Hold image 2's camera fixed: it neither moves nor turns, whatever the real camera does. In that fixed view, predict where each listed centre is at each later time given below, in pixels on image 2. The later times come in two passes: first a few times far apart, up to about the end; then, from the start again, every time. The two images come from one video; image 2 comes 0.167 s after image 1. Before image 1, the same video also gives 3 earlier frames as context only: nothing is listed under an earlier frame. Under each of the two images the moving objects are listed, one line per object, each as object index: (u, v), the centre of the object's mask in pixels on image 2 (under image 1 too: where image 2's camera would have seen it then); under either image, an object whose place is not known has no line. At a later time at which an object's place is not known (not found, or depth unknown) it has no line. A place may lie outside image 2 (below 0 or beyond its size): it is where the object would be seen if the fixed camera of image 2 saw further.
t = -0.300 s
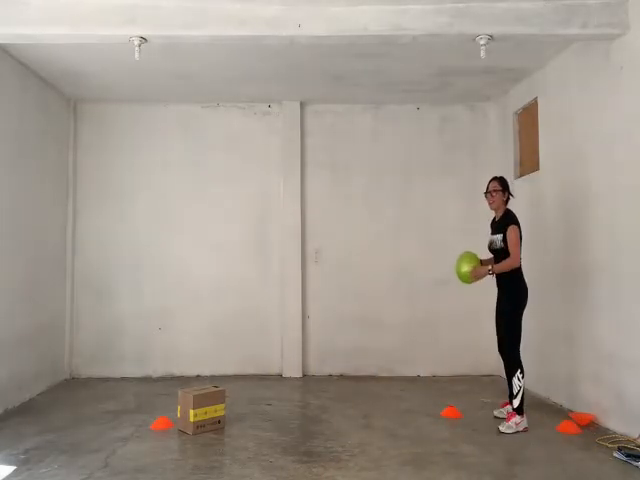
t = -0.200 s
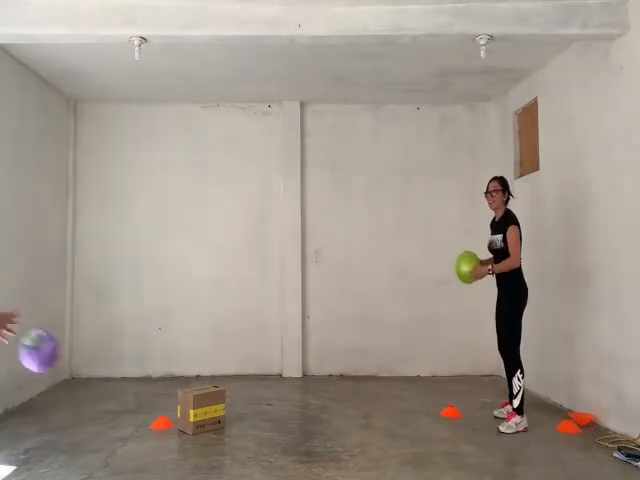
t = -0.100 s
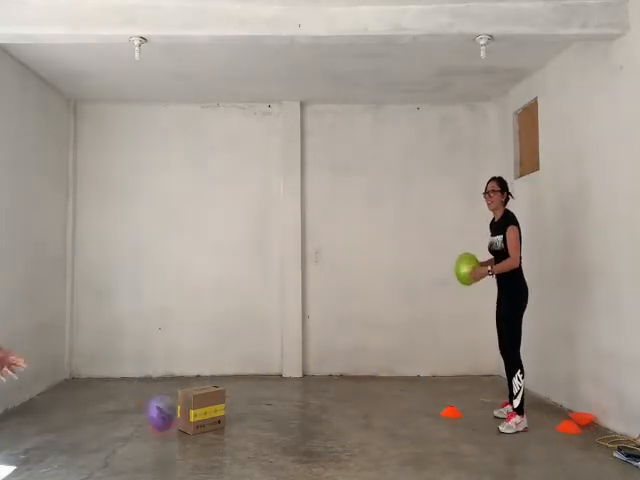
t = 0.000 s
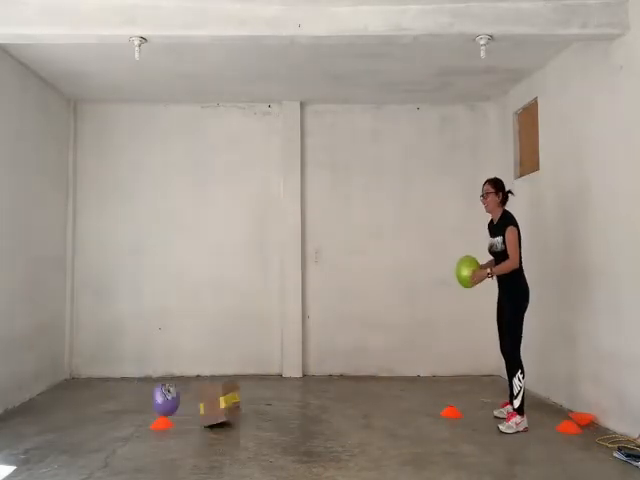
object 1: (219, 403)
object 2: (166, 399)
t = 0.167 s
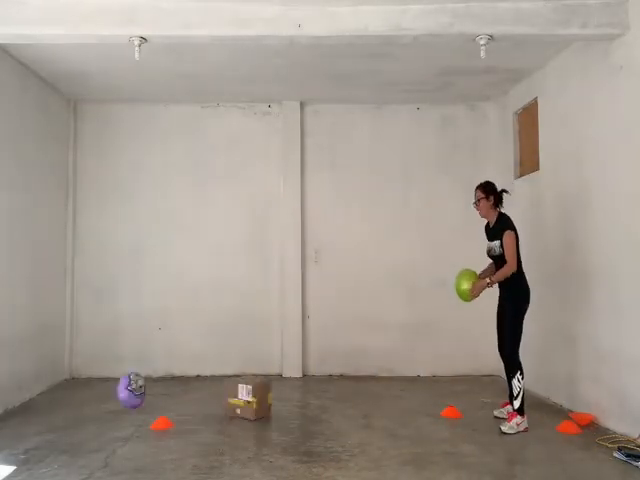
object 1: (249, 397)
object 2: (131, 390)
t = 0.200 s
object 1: (253, 395)
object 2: (124, 393)
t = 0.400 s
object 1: (275, 392)
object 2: (85, 425)
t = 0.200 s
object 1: (253, 395)
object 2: (124, 393)
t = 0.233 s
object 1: (258, 395)
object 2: (117, 398)
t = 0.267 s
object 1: (261, 394)
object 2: (110, 406)
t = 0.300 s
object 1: (265, 394)
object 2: (103, 415)
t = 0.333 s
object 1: (269, 394)
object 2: (96, 427)
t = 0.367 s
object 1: (272, 393)
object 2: (89, 434)
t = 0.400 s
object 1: (275, 392)
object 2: (85, 425)
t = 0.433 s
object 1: (278, 392)
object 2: (83, 418)
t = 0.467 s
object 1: (280, 391)
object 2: (81, 413)
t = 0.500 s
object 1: (283, 390)
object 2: (78, 410)
